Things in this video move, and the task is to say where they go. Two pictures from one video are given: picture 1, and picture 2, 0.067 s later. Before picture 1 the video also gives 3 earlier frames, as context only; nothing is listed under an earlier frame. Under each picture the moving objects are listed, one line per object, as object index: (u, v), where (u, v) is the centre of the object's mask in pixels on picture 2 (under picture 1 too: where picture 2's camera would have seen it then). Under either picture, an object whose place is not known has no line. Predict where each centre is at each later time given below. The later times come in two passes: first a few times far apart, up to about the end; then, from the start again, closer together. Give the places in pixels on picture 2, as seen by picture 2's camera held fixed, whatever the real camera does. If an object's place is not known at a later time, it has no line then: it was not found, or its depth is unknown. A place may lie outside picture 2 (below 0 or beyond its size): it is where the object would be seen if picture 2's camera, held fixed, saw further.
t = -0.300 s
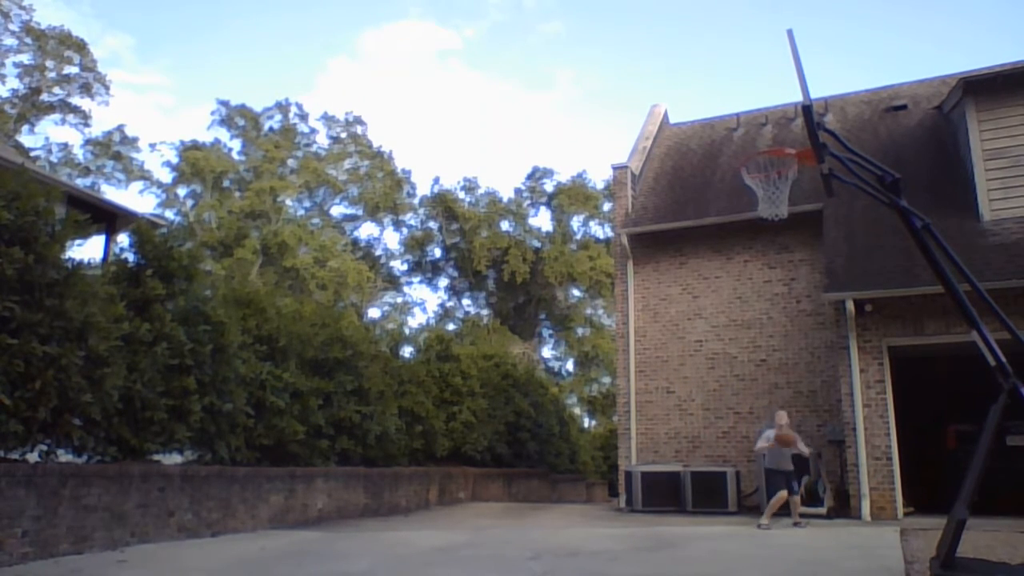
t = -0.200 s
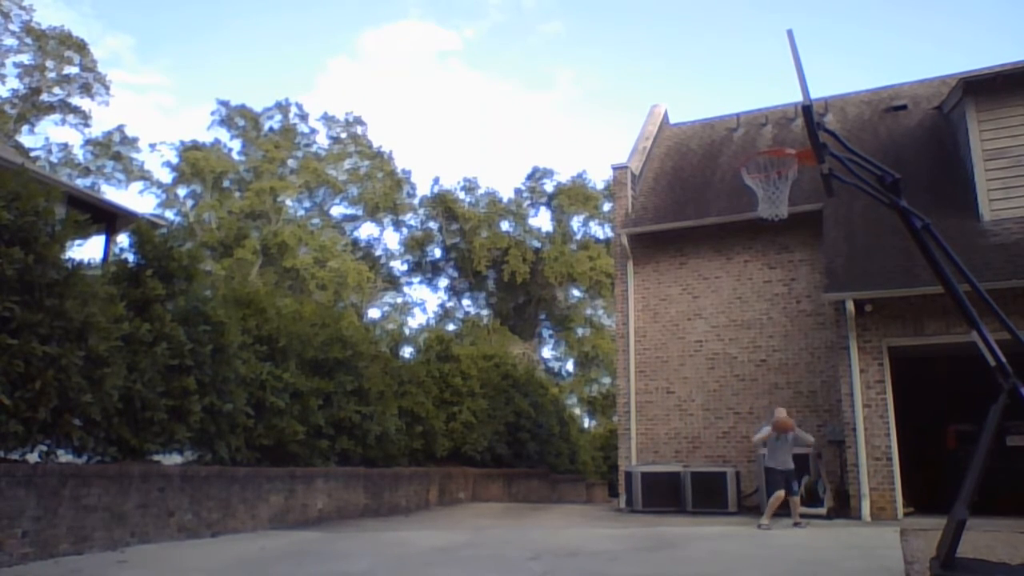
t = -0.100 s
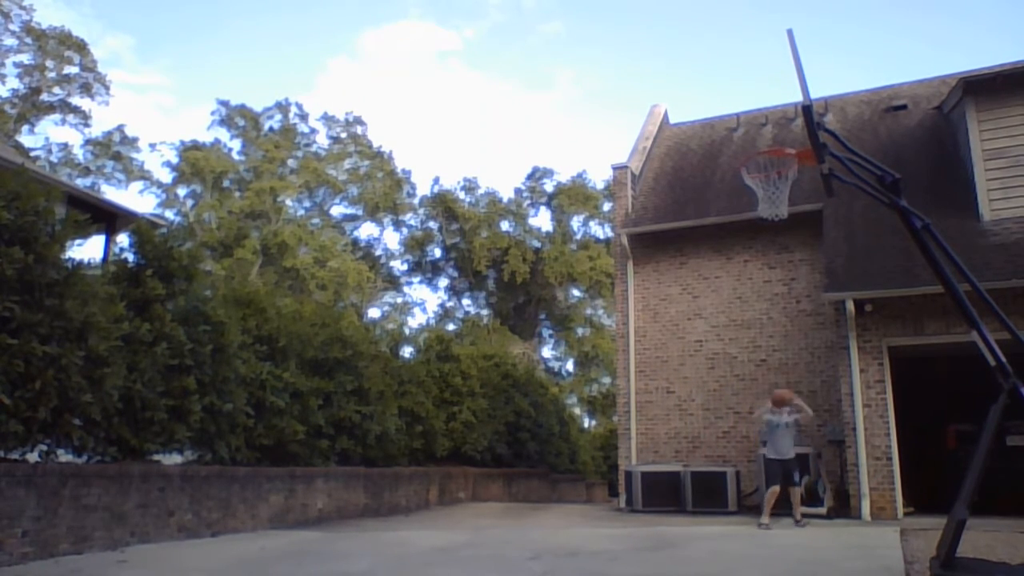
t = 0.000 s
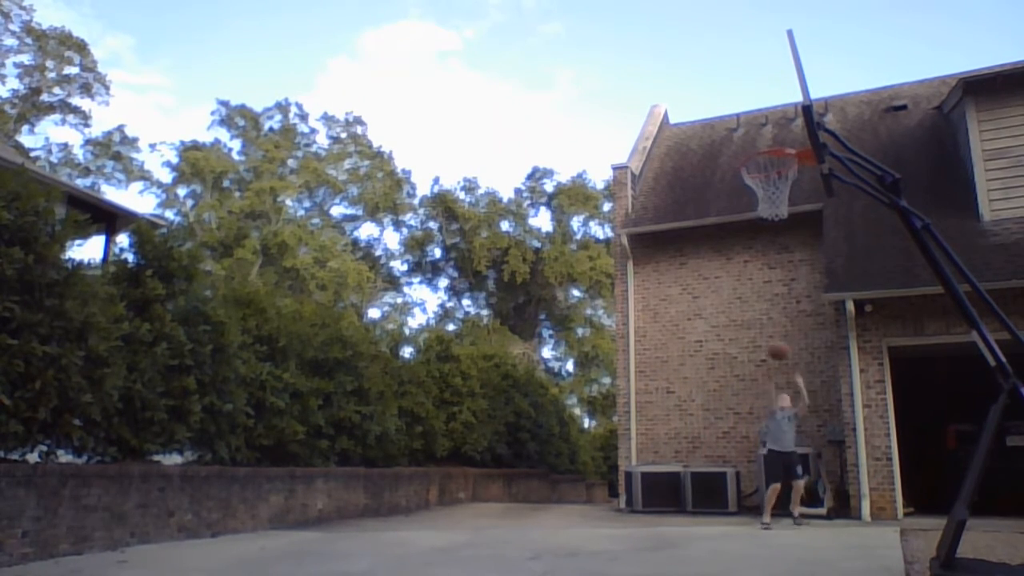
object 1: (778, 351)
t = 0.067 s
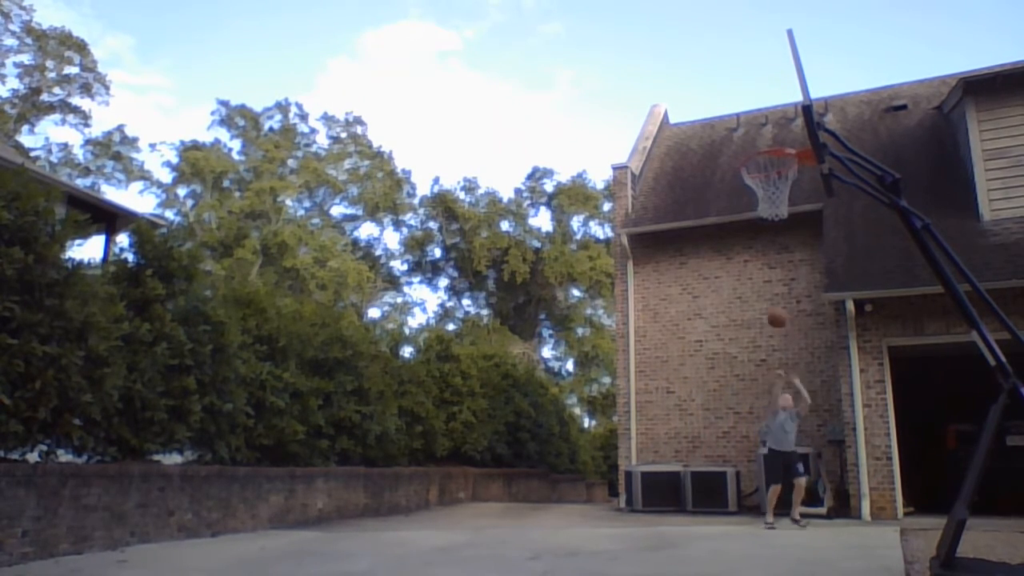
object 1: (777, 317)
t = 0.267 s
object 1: (774, 233)
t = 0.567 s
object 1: (773, 146)
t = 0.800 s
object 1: (771, 139)
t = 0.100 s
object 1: (776, 303)
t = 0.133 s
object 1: (775, 288)
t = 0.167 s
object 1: (774, 274)
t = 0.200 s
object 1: (775, 260)
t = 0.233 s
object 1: (774, 246)
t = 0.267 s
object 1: (774, 233)
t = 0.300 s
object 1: (772, 225)
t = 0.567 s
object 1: (773, 146)
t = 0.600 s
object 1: (772, 144)
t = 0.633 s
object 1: (770, 142)
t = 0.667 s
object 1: (770, 140)
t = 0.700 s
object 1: (770, 139)
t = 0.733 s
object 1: (771, 139)
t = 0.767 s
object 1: (771, 139)
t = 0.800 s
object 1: (771, 139)
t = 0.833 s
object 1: (771, 140)
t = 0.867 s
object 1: (771, 141)
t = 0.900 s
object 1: (771, 145)
